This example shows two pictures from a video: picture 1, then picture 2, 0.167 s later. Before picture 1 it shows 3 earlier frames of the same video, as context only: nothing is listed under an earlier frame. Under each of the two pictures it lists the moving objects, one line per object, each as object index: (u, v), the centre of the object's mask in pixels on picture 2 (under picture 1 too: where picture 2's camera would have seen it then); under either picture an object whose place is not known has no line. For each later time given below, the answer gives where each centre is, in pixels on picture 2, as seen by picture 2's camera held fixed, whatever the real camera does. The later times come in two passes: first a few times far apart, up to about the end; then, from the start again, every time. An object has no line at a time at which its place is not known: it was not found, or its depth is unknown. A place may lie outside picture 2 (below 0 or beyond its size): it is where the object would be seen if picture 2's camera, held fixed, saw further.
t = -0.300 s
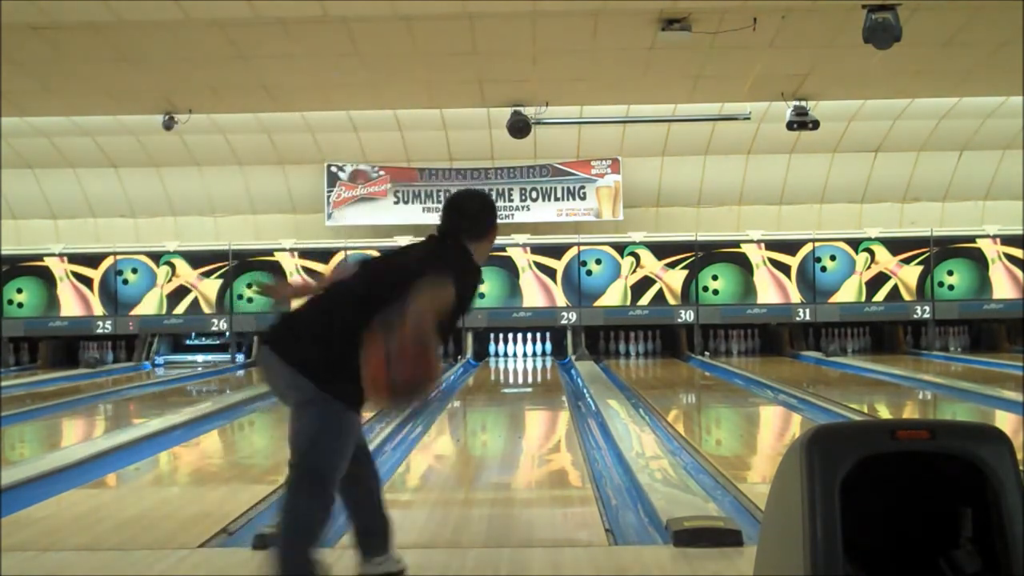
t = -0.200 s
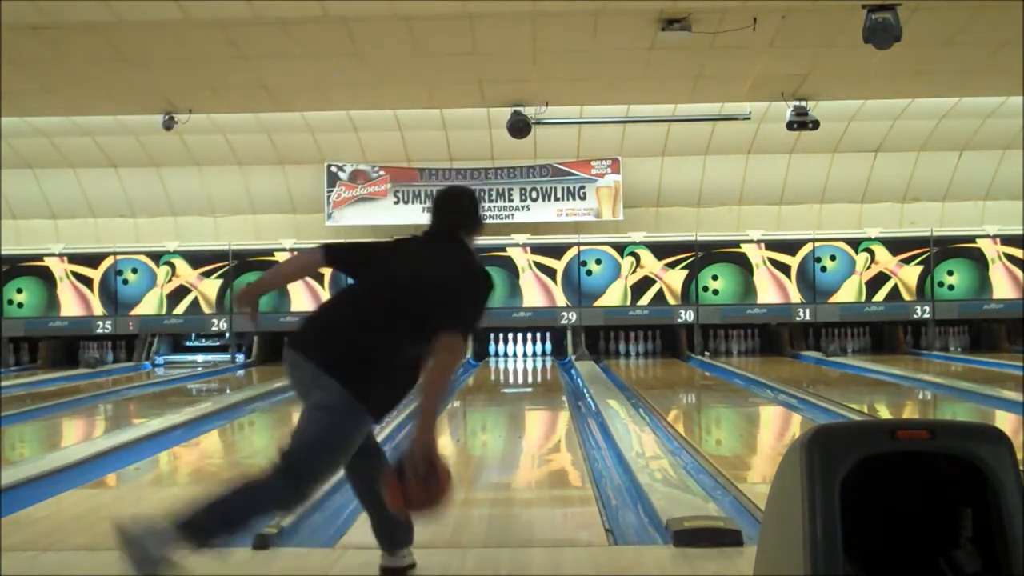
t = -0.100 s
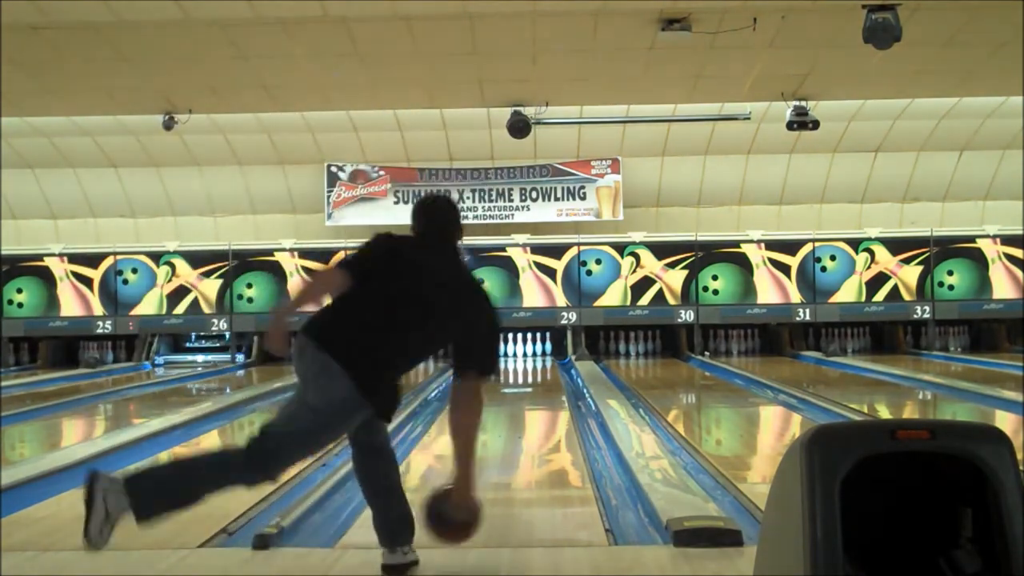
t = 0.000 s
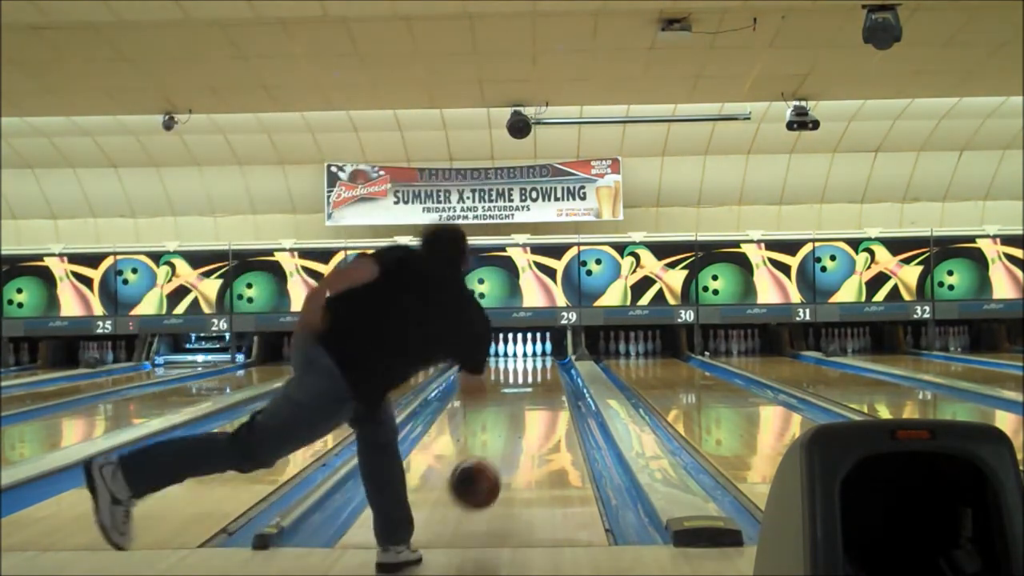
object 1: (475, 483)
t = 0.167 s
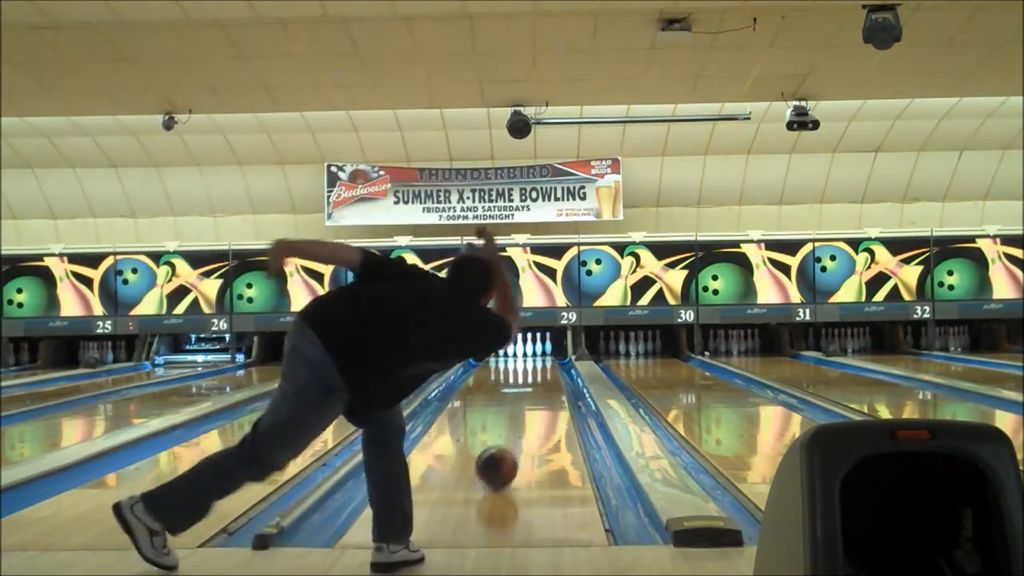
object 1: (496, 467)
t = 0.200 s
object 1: (500, 462)
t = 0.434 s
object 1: (518, 431)
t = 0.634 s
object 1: (527, 411)
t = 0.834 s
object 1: (532, 395)
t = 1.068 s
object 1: (538, 382)
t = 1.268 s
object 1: (539, 374)
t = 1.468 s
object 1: (540, 368)
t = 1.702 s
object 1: (539, 361)
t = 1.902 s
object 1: (536, 357)
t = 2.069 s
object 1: (532, 354)
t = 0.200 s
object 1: (500, 462)
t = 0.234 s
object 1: (503, 456)
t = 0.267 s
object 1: (506, 451)
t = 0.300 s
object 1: (508, 446)
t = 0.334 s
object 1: (510, 442)
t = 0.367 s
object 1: (513, 437)
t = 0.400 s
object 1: (515, 434)
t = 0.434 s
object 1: (518, 431)
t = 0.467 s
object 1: (523, 425)
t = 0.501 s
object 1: (521, 422)
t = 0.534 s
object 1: (522, 419)
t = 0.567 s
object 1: (524, 416)
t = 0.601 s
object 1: (525, 413)
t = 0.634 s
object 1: (527, 411)
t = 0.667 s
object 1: (528, 408)
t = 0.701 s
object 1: (529, 404)
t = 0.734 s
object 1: (530, 401)
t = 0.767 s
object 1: (531, 399)
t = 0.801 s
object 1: (531, 397)
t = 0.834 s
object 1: (532, 395)
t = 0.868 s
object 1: (533, 392)
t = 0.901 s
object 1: (534, 390)
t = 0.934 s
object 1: (535, 389)
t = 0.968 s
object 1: (535, 387)
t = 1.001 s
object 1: (535, 385)
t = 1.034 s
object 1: (536, 383)
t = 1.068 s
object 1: (538, 382)
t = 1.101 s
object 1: (538, 380)
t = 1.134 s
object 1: (538, 379)
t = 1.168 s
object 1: (538, 377)
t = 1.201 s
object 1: (539, 376)
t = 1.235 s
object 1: (539, 375)
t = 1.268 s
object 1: (539, 374)
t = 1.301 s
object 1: (539, 373)
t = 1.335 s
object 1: (540, 372)
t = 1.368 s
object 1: (540, 370)
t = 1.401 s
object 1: (540, 370)
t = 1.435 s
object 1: (540, 369)
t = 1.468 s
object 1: (540, 368)
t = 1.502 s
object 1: (541, 367)
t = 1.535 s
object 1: (541, 366)
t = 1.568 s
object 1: (540, 365)
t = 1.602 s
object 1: (540, 364)
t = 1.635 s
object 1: (540, 364)
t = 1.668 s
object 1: (540, 363)
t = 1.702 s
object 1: (539, 361)
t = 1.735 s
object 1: (540, 360)
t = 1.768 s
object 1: (539, 360)
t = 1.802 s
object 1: (539, 360)
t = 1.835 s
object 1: (538, 359)
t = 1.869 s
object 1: (537, 358)
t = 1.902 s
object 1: (536, 357)
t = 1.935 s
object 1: (536, 356)
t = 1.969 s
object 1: (535, 356)
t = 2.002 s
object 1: (534, 355)
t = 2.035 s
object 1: (533, 355)
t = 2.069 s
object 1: (532, 354)
